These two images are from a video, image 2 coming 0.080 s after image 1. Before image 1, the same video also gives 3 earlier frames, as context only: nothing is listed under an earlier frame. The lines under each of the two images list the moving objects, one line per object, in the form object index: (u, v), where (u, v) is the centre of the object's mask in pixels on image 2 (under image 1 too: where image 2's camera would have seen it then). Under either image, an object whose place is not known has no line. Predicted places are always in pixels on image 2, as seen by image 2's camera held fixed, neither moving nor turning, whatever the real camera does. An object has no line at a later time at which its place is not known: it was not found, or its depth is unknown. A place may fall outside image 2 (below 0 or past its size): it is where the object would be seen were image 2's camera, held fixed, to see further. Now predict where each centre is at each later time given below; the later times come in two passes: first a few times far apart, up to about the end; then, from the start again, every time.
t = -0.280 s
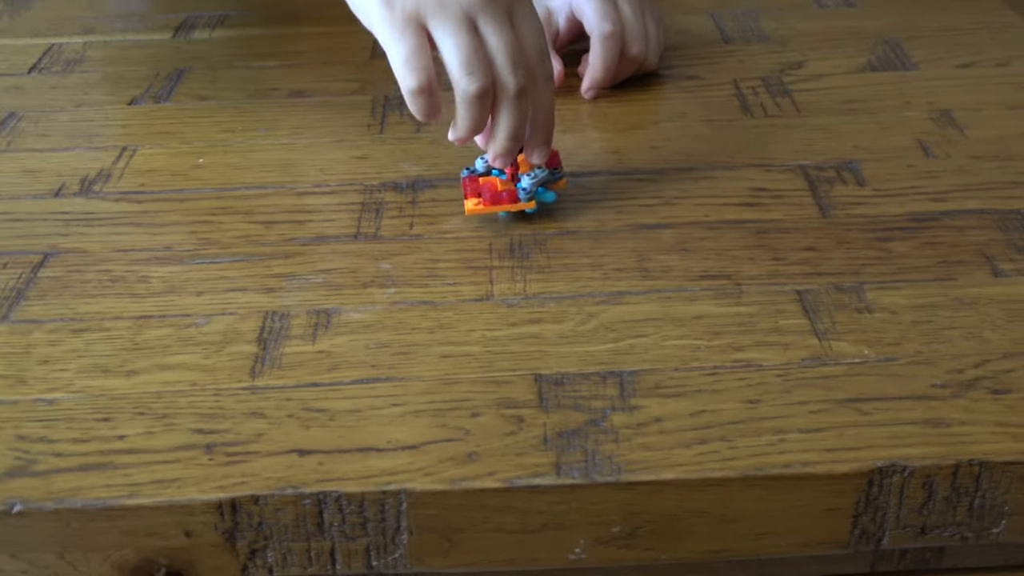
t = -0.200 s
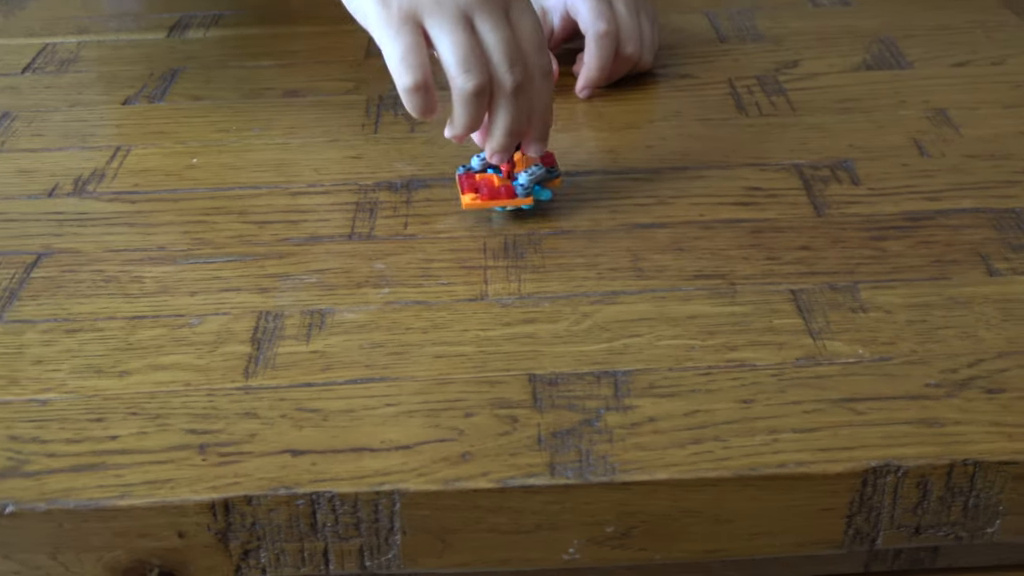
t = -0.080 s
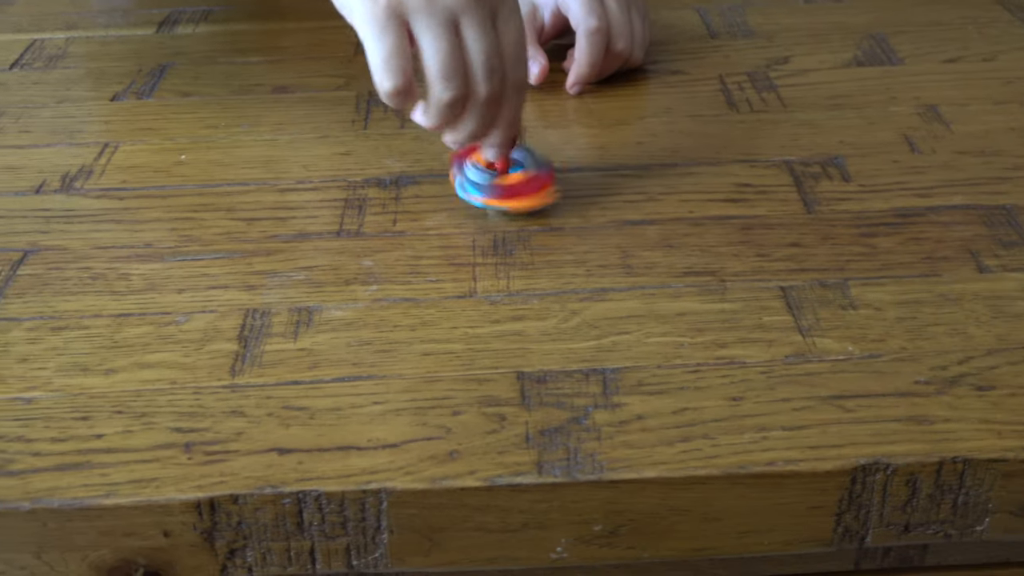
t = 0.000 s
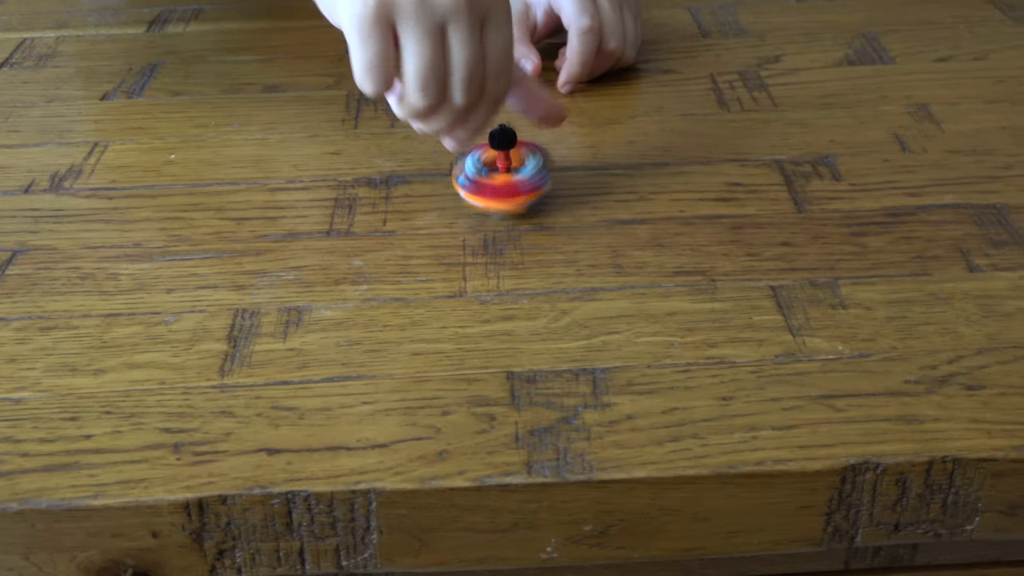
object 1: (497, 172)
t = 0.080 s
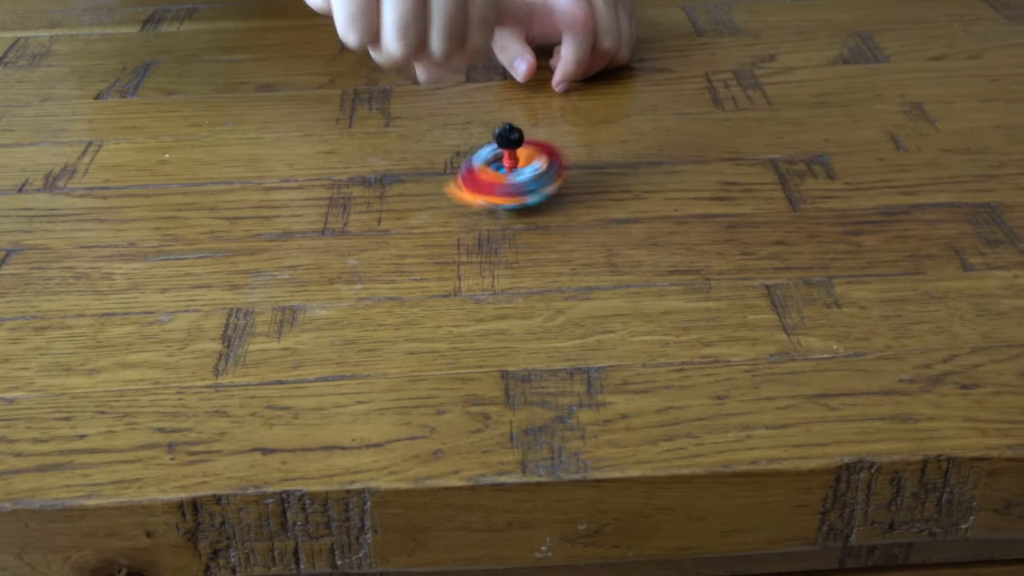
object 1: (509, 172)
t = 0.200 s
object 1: (529, 173)
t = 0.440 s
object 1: (567, 175)
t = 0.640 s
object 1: (599, 172)
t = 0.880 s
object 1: (632, 168)
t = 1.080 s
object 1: (662, 170)
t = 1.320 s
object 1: (698, 163)
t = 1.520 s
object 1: (724, 162)
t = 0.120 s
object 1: (517, 173)
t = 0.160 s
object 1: (522, 173)
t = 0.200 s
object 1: (529, 173)
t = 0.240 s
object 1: (535, 172)
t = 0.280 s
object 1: (539, 174)
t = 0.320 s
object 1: (546, 175)
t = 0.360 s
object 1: (553, 172)
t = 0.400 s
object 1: (559, 175)
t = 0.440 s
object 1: (567, 175)
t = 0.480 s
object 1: (571, 172)
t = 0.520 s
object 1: (579, 174)
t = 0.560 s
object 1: (586, 174)
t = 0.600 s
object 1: (591, 172)
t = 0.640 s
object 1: (599, 172)
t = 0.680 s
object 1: (604, 174)
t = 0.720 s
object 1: (610, 173)
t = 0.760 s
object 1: (615, 170)
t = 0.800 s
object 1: (622, 173)
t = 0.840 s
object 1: (629, 172)
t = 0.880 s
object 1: (632, 168)
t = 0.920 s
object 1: (641, 171)
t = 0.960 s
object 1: (645, 171)
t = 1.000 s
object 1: (649, 170)
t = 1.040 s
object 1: (657, 167)
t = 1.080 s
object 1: (662, 170)
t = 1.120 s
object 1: (669, 169)
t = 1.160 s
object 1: (673, 165)
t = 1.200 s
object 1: (683, 168)
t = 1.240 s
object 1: (686, 167)
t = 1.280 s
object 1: (691, 165)
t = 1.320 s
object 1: (698, 163)
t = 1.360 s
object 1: (702, 165)
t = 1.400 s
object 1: (709, 165)
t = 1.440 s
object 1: (713, 161)
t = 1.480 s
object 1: (720, 162)
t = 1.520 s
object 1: (724, 162)
